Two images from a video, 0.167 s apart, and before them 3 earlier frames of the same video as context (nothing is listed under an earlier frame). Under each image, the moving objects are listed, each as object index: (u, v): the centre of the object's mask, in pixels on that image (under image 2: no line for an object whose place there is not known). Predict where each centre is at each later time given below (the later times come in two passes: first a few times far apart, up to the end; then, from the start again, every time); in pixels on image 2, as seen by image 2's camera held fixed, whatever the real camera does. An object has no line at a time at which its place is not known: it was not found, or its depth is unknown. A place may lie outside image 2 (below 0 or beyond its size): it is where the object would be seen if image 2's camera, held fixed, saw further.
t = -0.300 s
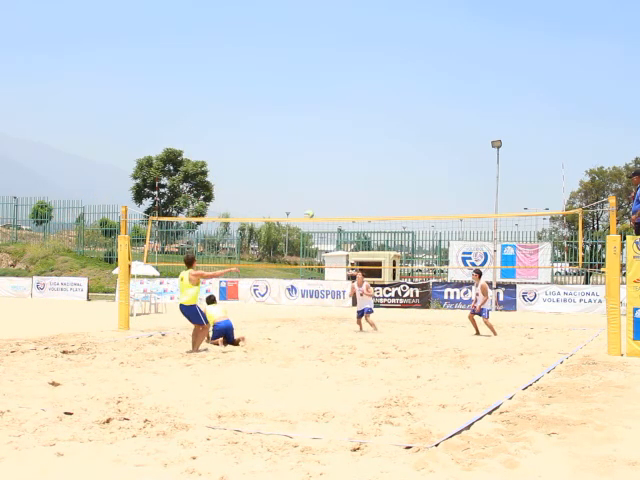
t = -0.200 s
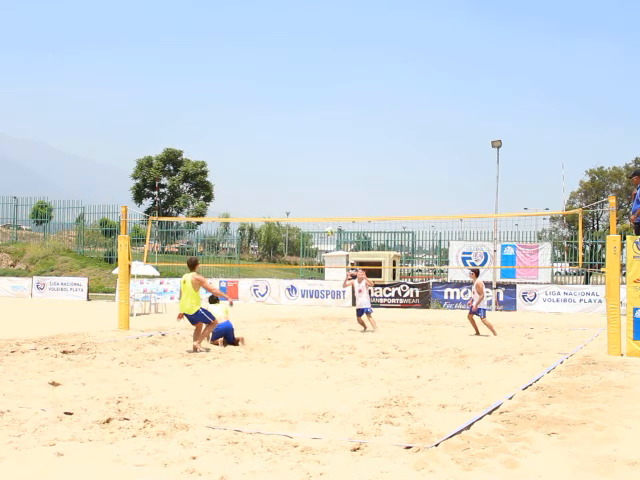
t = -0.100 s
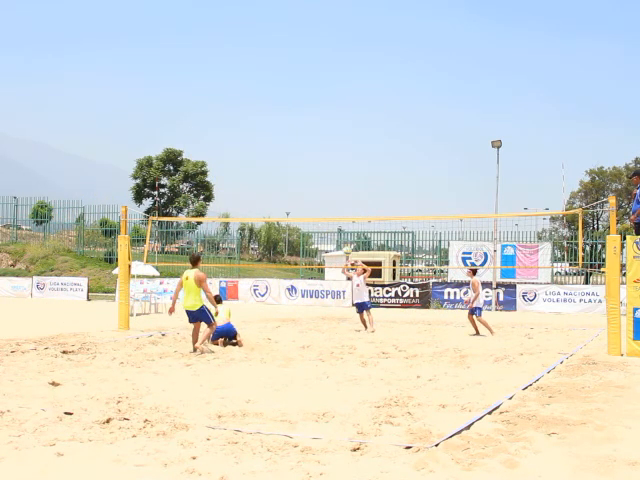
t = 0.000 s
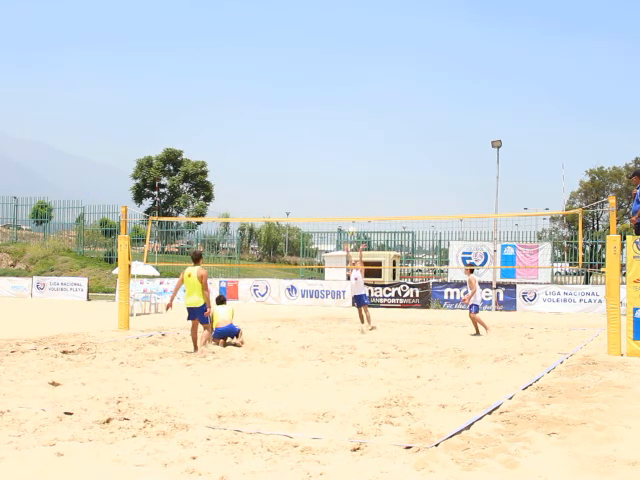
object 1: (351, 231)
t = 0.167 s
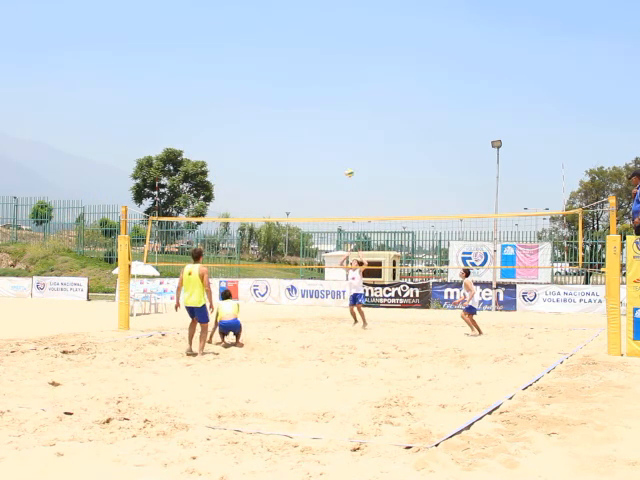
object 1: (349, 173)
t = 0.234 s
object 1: (347, 152)
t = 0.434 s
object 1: (343, 103)
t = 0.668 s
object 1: (337, 65)
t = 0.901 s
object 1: (330, 48)
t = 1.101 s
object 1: (324, 51)
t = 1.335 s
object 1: (314, 77)
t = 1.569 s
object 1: (306, 127)
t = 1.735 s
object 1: (298, 178)
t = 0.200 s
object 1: (348, 163)
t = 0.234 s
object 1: (347, 152)
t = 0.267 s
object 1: (347, 143)
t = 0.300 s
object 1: (346, 134)
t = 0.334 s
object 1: (345, 126)
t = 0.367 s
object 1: (345, 118)
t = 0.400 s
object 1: (344, 110)
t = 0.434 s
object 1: (343, 103)
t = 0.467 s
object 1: (342, 96)
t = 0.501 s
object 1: (342, 90)
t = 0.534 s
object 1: (341, 84)
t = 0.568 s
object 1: (340, 78)
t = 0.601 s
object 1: (339, 73)
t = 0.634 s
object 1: (338, 69)
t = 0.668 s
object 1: (337, 65)
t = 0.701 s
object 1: (336, 62)
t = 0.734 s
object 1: (335, 58)
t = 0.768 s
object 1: (334, 55)
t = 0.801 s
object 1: (333, 52)
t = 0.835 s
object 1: (332, 51)
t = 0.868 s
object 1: (331, 49)
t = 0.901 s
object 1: (330, 48)
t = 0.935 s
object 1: (328, 47)
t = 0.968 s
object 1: (328, 47)
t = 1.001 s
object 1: (327, 47)
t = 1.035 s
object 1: (325, 48)
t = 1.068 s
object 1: (324, 49)
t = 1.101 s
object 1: (324, 51)
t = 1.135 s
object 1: (322, 54)
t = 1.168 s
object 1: (321, 56)
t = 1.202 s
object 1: (319, 59)
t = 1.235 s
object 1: (318, 63)
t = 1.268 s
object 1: (317, 67)
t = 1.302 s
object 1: (316, 71)
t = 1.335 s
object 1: (314, 77)
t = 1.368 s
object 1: (313, 82)
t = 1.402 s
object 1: (312, 88)
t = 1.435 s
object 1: (311, 95)
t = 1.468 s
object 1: (309, 102)
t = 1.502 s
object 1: (308, 110)
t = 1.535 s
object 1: (307, 118)
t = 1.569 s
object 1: (306, 127)
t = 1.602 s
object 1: (304, 136)
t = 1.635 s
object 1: (303, 146)
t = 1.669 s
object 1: (301, 156)
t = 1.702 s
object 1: (300, 167)
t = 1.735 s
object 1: (298, 178)
